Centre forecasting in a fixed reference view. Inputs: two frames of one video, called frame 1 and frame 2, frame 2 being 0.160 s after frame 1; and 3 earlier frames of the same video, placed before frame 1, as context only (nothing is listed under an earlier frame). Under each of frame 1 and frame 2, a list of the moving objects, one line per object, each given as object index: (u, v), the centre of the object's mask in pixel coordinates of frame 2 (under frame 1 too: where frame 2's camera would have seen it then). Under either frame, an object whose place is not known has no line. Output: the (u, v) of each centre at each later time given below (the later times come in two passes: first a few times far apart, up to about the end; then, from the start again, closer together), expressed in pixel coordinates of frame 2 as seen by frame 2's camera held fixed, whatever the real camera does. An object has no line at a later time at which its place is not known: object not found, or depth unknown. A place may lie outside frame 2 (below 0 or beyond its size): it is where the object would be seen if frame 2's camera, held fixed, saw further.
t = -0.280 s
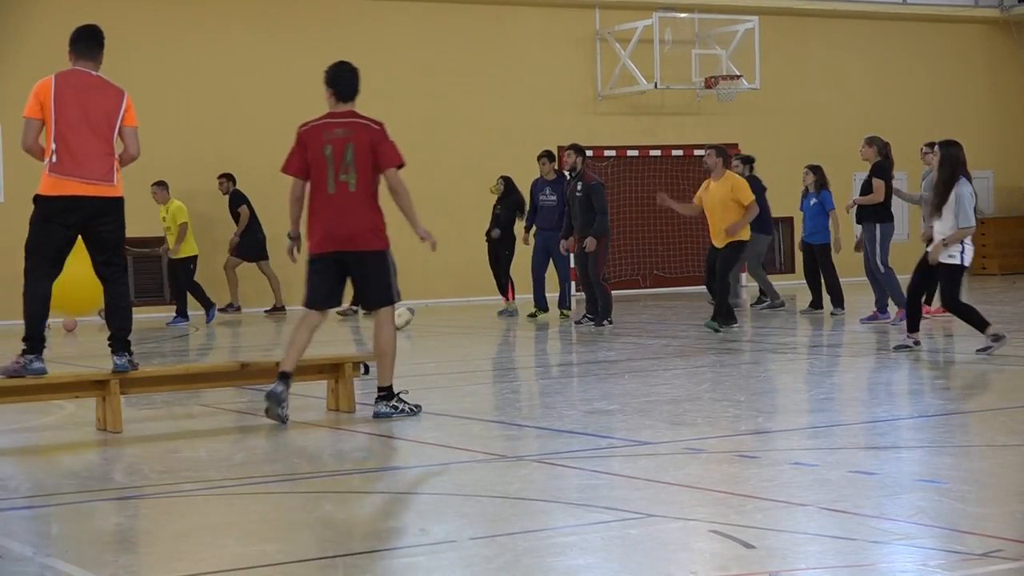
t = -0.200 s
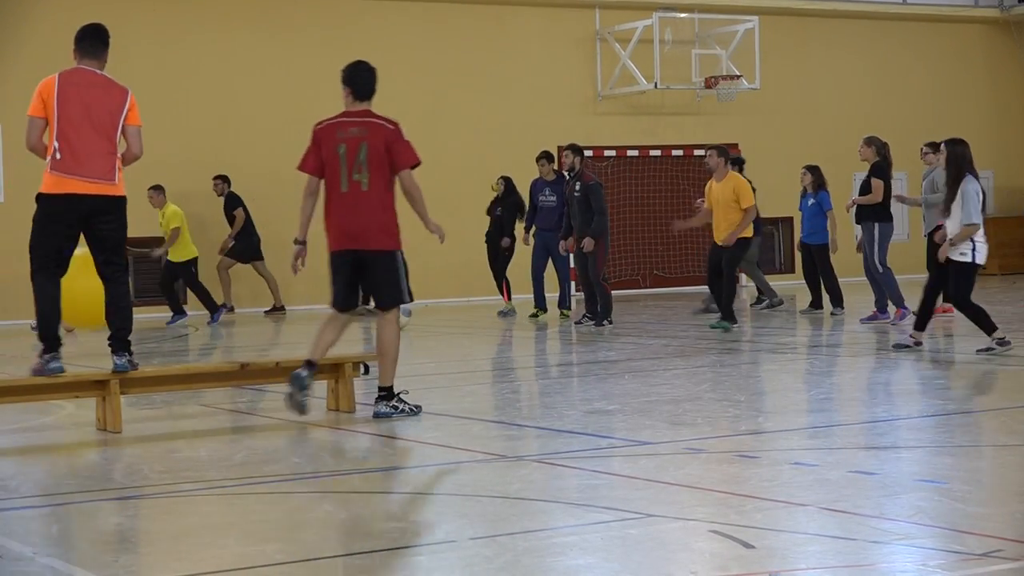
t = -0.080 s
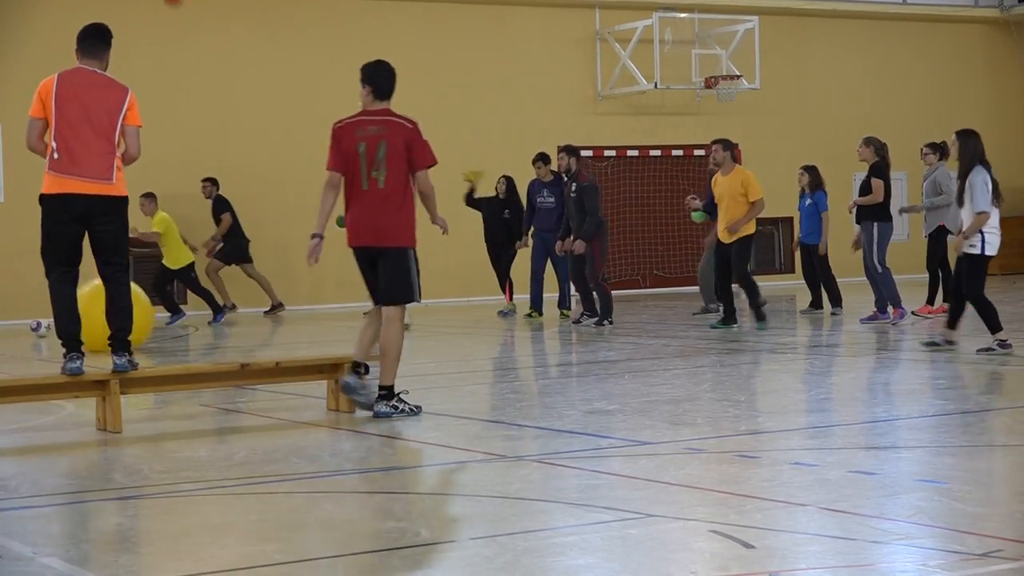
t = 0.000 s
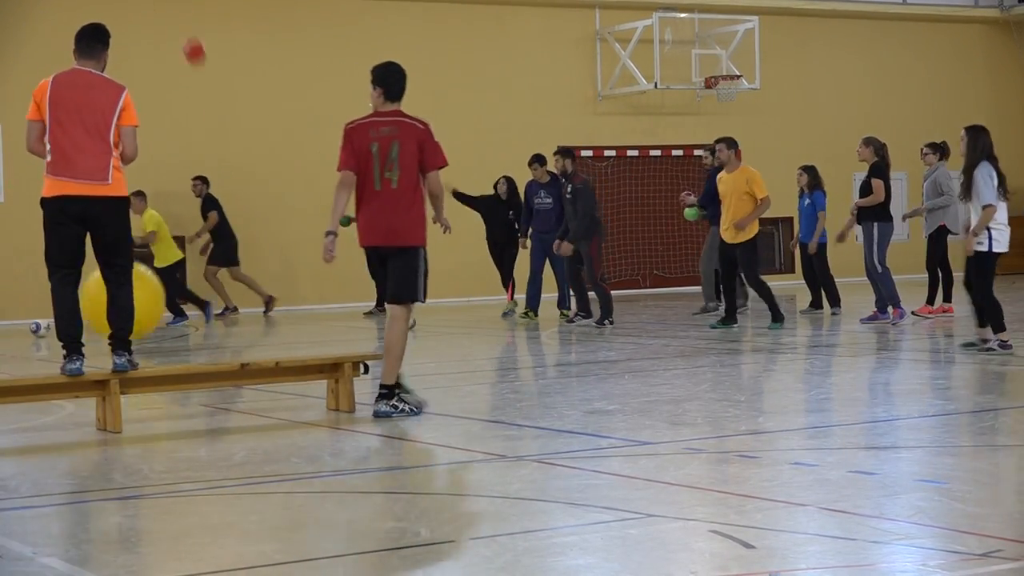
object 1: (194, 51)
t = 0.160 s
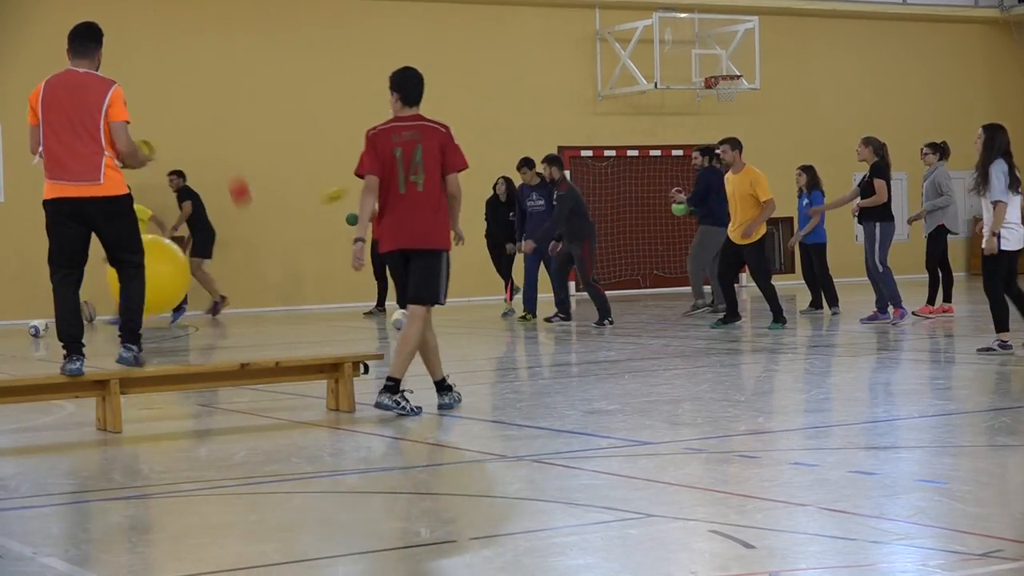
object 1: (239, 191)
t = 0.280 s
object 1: (273, 316)
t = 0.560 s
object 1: (304, 193)
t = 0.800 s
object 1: (329, 111)
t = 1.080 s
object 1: (361, 103)
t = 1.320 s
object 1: (390, 170)
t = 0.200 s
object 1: (250, 231)
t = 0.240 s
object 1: (262, 272)
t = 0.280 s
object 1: (273, 316)
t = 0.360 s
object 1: (285, 313)
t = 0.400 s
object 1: (289, 286)
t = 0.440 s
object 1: (292, 260)
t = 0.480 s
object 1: (296, 235)
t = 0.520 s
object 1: (300, 213)
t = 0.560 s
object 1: (304, 193)
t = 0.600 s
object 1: (308, 174)
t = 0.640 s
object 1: (312, 158)
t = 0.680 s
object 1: (316, 144)
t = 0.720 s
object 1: (320, 131)
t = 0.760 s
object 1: (325, 120)
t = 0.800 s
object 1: (329, 111)
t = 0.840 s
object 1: (334, 104)
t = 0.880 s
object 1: (338, 99)
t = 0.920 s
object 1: (343, 96)
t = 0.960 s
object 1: (347, 95)
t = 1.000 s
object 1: (351, 96)
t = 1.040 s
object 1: (356, 98)
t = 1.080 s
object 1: (361, 103)
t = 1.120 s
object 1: (366, 109)
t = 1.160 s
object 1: (370, 118)
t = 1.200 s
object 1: (375, 128)
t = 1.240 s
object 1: (380, 140)
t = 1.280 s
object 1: (385, 154)
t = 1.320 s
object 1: (390, 170)
